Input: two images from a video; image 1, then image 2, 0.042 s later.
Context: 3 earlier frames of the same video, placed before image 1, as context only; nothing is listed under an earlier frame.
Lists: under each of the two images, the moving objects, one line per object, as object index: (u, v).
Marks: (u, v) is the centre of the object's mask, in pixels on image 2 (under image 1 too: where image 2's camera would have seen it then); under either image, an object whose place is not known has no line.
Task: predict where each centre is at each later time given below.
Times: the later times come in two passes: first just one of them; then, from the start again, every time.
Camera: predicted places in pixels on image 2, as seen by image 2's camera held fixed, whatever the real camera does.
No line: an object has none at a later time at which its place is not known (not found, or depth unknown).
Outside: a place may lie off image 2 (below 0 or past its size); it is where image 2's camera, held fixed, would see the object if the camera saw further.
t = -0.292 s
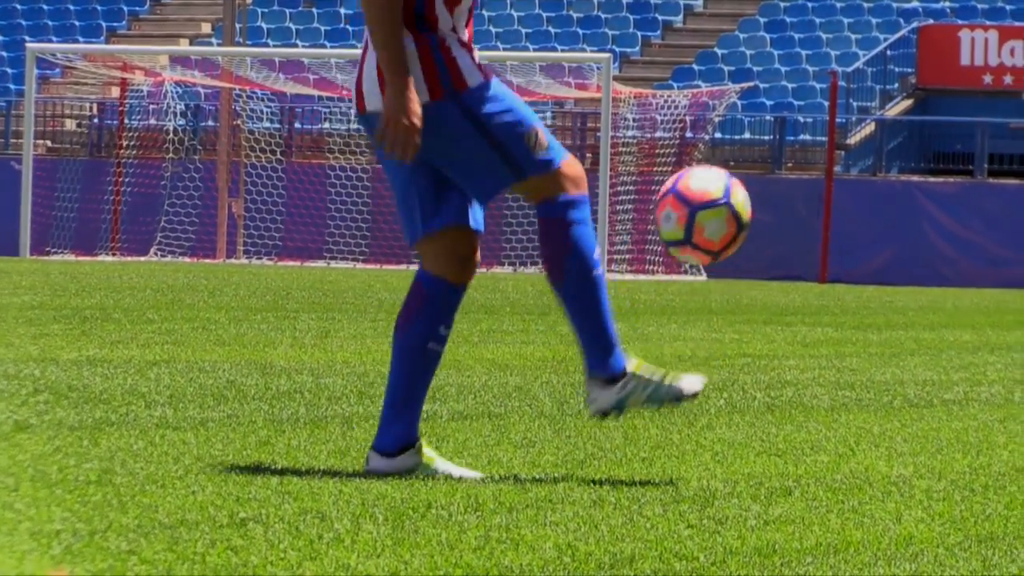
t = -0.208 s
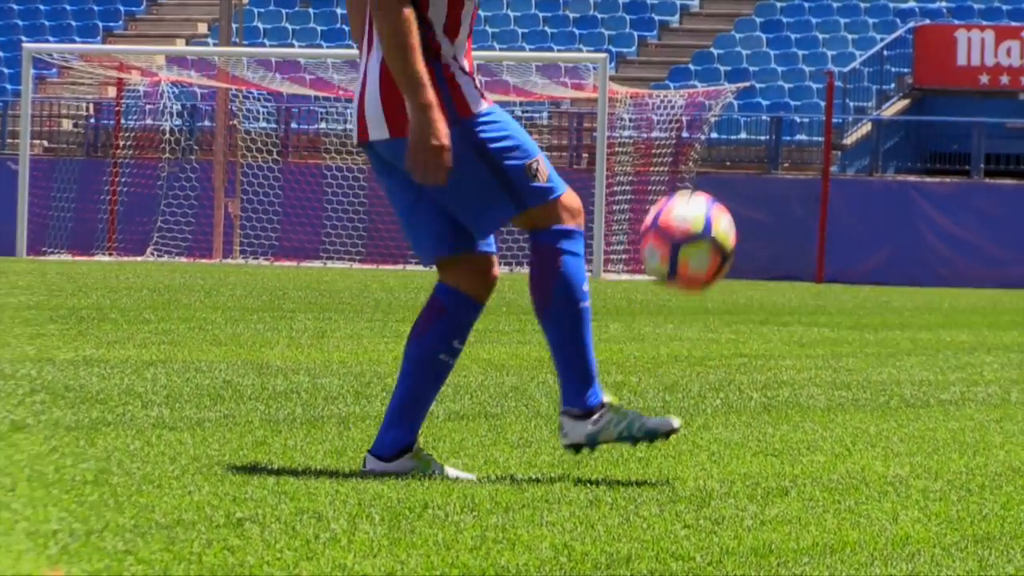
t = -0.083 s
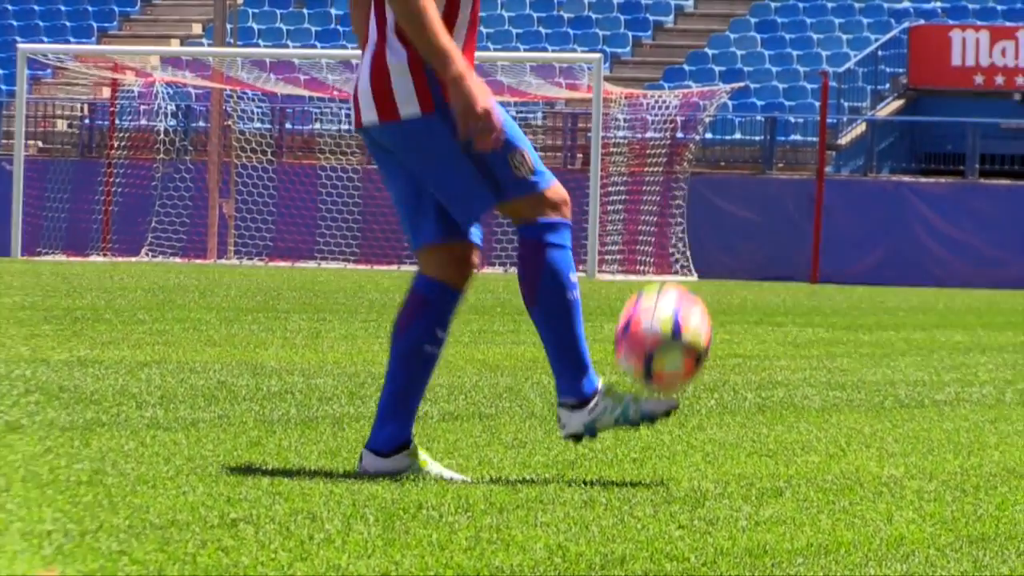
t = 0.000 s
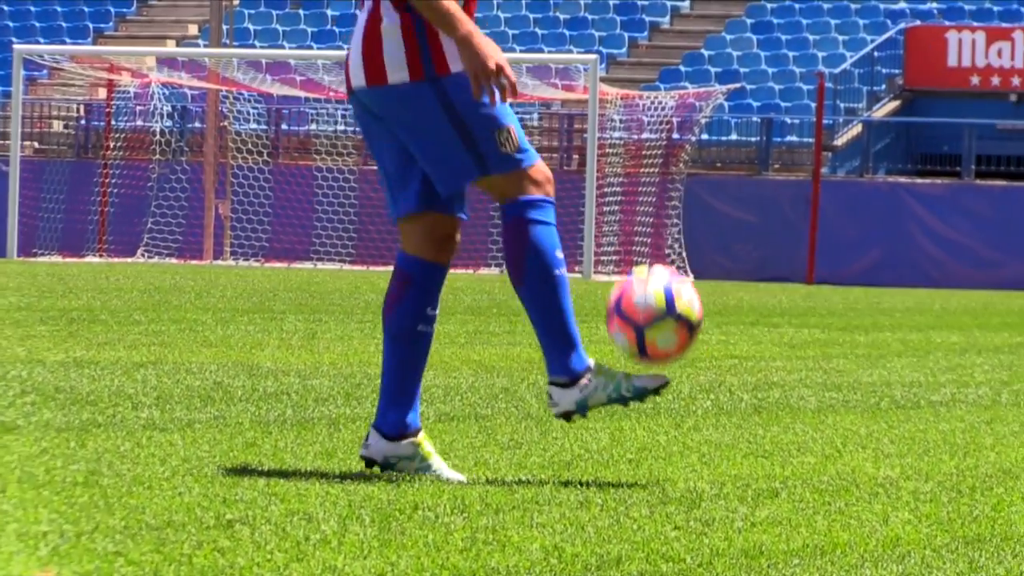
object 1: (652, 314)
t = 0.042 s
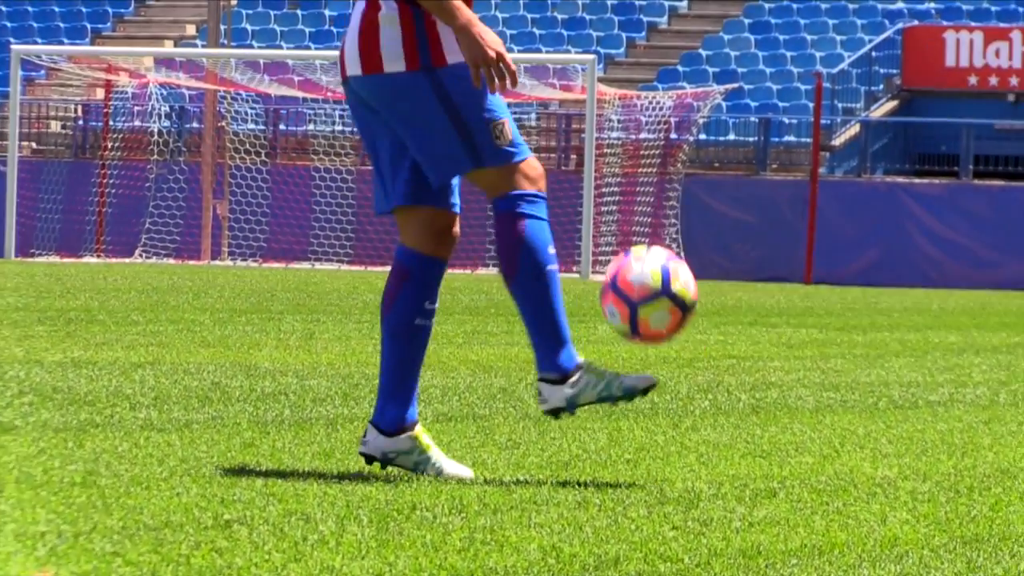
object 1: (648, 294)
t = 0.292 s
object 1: (624, 313)
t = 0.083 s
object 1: (644, 281)
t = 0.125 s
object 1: (641, 274)
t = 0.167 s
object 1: (637, 274)
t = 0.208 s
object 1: (633, 279)
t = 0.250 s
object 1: (628, 292)
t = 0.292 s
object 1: (624, 313)
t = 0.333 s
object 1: (619, 341)
